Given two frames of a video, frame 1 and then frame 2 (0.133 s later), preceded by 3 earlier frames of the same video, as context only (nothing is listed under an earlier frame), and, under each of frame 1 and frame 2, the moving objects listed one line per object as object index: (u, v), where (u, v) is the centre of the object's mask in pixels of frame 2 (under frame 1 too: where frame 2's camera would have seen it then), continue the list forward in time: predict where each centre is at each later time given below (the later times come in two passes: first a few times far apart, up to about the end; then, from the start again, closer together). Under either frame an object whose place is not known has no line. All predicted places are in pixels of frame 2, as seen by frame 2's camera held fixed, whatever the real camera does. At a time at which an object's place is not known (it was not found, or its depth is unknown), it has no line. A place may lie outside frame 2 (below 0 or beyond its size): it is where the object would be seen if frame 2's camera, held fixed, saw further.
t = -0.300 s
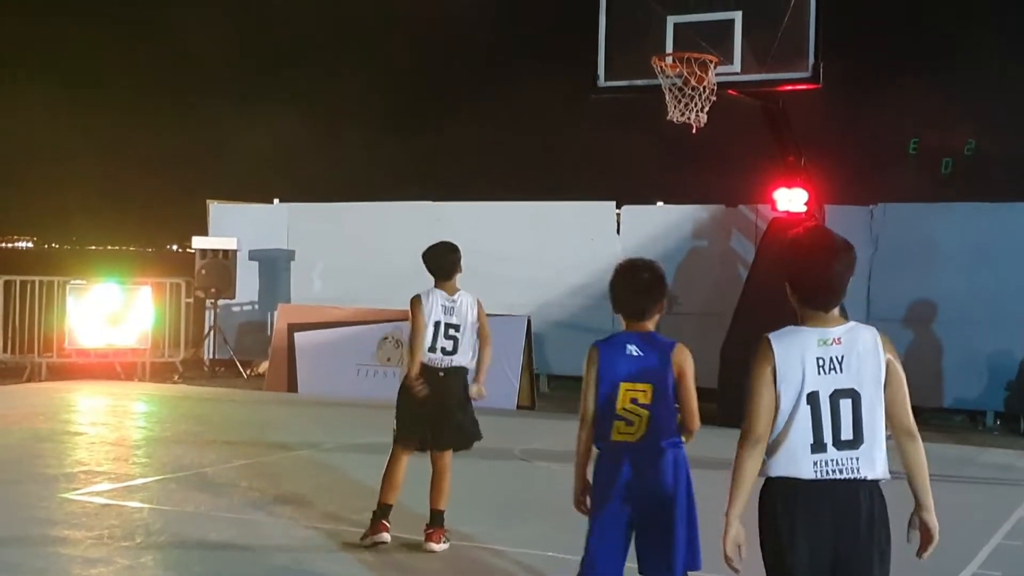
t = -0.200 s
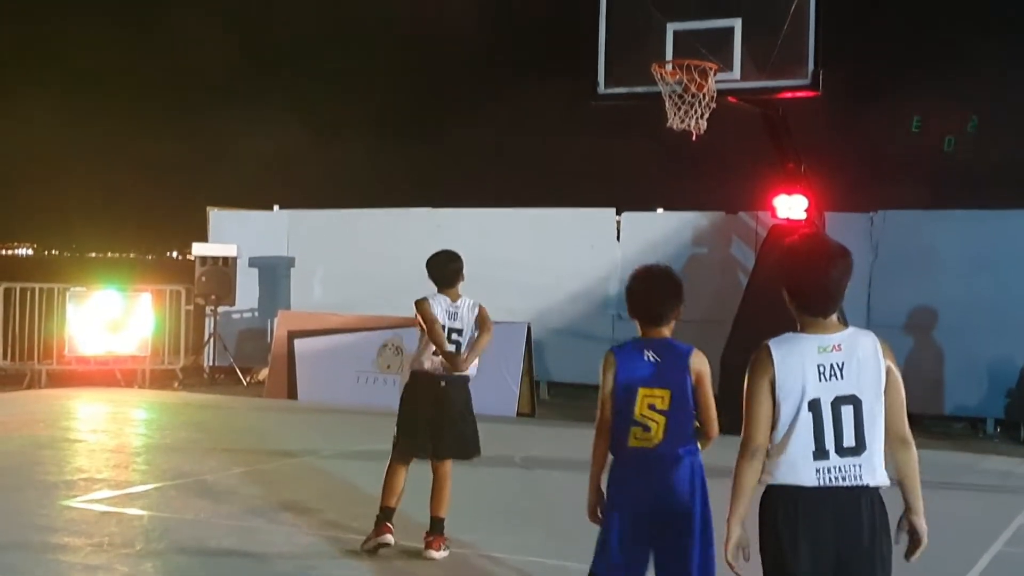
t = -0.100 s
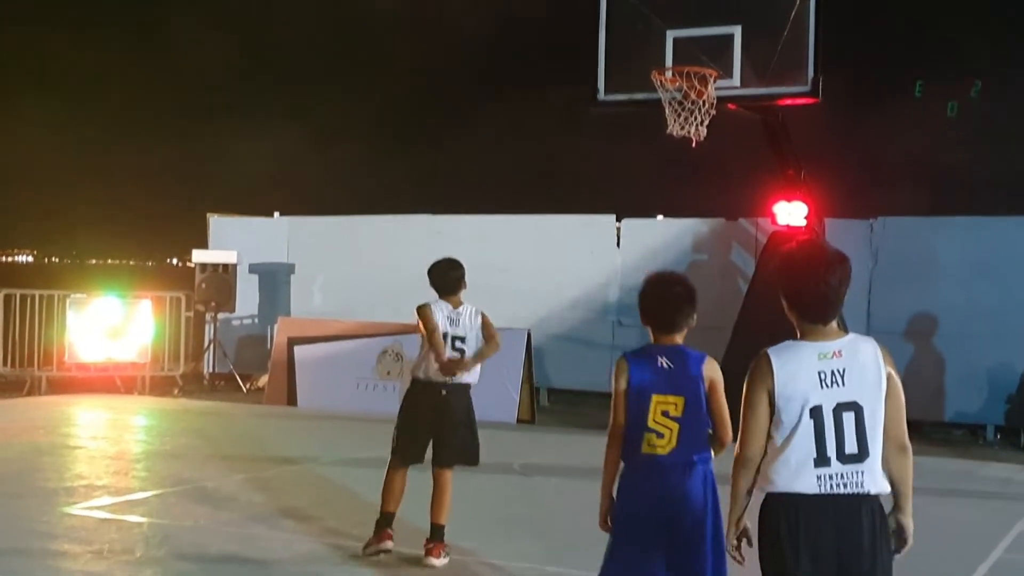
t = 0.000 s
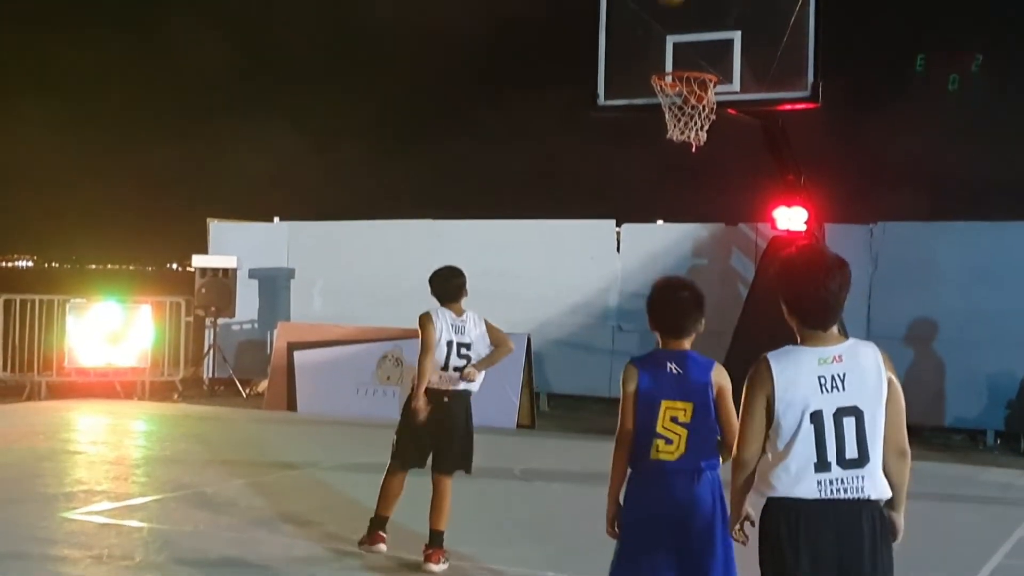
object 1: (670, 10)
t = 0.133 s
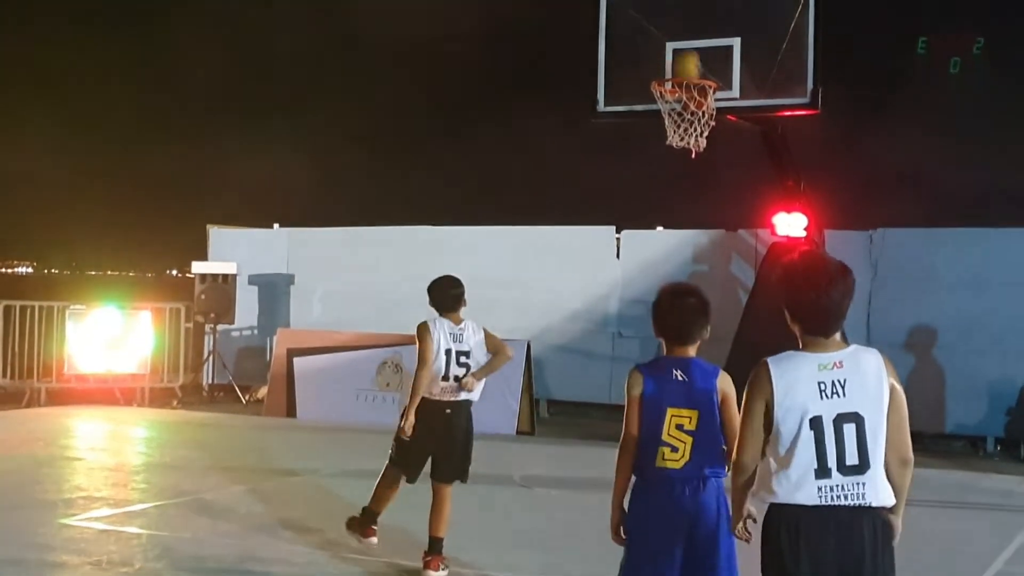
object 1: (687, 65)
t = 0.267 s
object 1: (680, 45)
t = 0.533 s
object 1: (657, 36)
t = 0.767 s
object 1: (634, 108)
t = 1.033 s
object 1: (603, 287)
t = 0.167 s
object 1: (686, 67)
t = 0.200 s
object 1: (683, 62)
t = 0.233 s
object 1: (682, 53)
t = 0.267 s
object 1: (680, 45)
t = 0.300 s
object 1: (676, 38)
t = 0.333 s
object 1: (674, 34)
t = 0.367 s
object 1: (671, 31)
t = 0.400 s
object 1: (669, 29)
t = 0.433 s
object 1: (666, 29)
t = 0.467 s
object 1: (663, 30)
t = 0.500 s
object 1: (660, 32)
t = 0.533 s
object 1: (657, 36)
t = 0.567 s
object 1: (654, 42)
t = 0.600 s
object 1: (651, 49)
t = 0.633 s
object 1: (648, 58)
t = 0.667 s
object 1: (644, 68)
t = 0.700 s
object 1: (641, 80)
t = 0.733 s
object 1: (638, 92)
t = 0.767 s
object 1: (634, 108)
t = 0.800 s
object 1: (630, 126)
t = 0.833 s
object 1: (627, 143)
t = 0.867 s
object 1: (623, 162)
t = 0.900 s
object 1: (620, 184)
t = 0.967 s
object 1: (613, 229)
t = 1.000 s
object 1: (607, 258)
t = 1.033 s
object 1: (603, 287)
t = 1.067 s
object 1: (599, 318)
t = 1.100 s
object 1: (596, 349)
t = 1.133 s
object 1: (592, 385)
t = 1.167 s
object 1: (587, 420)
